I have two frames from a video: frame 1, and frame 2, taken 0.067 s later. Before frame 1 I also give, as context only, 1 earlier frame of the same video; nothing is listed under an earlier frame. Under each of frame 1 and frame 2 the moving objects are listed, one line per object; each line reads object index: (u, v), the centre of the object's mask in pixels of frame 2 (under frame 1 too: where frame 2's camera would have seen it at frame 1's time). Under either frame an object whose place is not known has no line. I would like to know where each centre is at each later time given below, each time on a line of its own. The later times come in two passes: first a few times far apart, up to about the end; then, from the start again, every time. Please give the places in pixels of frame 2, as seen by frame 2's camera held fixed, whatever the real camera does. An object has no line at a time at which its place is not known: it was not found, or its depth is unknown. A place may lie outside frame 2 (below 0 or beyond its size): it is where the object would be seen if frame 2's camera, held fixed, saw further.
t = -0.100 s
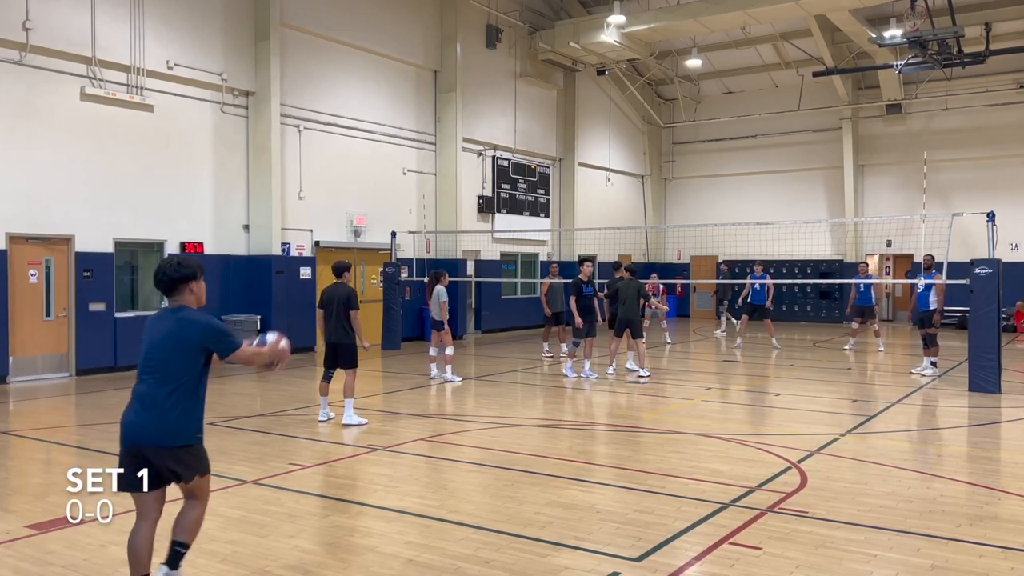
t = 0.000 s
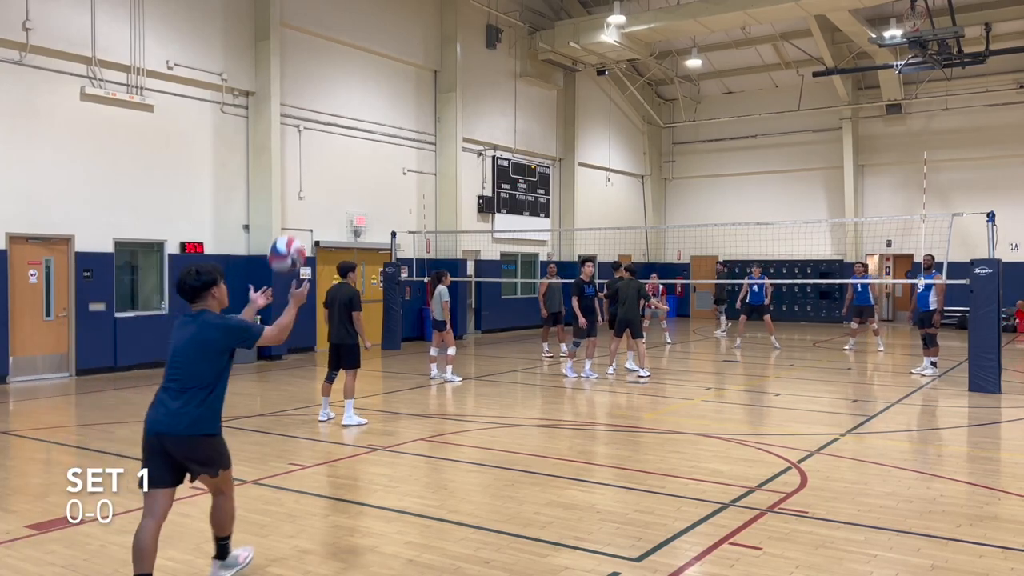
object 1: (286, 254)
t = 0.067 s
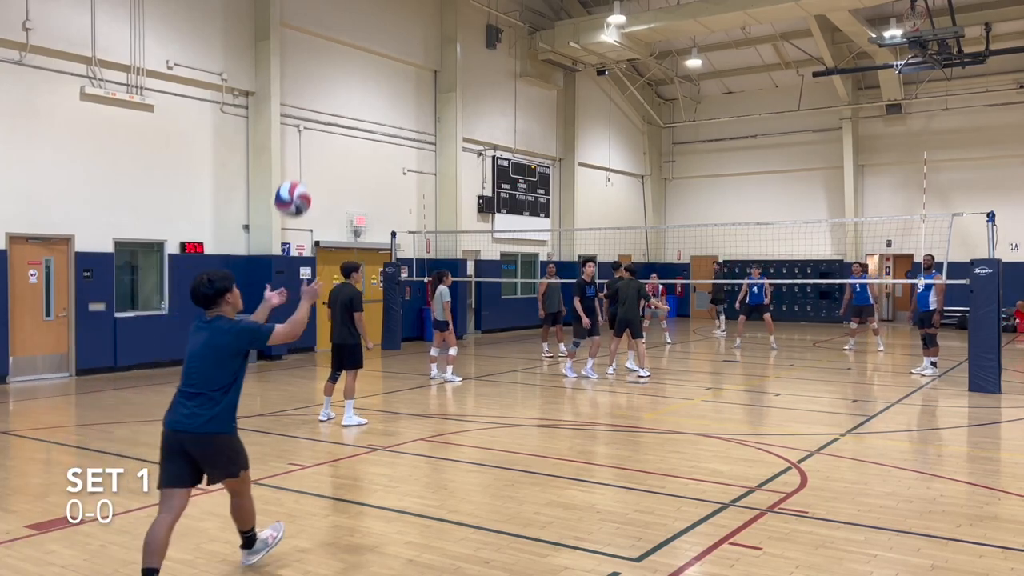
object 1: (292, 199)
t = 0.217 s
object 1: (305, 109)
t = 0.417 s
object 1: (321, 53)
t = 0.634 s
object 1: (337, 66)
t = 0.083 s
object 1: (293, 187)
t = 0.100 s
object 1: (295, 175)
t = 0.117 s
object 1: (297, 164)
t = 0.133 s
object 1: (298, 153)
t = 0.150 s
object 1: (299, 143)
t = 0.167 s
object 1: (300, 134)
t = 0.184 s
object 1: (302, 125)
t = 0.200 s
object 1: (303, 116)
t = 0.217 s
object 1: (305, 109)
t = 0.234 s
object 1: (306, 101)
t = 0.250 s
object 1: (307, 95)
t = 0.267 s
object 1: (309, 88)
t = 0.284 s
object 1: (310, 82)
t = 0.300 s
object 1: (312, 77)
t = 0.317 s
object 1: (313, 72)
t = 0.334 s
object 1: (315, 68)
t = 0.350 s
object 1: (316, 64)
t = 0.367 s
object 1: (317, 61)
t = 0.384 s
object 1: (319, 58)
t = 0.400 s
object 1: (320, 55)
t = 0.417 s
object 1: (321, 53)
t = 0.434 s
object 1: (322, 52)
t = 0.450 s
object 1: (324, 51)
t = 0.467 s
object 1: (325, 50)
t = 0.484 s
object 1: (326, 50)
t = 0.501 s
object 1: (327, 50)
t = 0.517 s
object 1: (329, 51)
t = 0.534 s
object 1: (330, 52)
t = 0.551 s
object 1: (331, 53)
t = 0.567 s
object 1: (332, 55)
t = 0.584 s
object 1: (334, 57)
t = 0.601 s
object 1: (335, 60)
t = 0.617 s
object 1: (336, 63)
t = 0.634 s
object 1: (337, 66)
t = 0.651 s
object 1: (339, 70)
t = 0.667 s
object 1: (340, 74)
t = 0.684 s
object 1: (341, 79)
